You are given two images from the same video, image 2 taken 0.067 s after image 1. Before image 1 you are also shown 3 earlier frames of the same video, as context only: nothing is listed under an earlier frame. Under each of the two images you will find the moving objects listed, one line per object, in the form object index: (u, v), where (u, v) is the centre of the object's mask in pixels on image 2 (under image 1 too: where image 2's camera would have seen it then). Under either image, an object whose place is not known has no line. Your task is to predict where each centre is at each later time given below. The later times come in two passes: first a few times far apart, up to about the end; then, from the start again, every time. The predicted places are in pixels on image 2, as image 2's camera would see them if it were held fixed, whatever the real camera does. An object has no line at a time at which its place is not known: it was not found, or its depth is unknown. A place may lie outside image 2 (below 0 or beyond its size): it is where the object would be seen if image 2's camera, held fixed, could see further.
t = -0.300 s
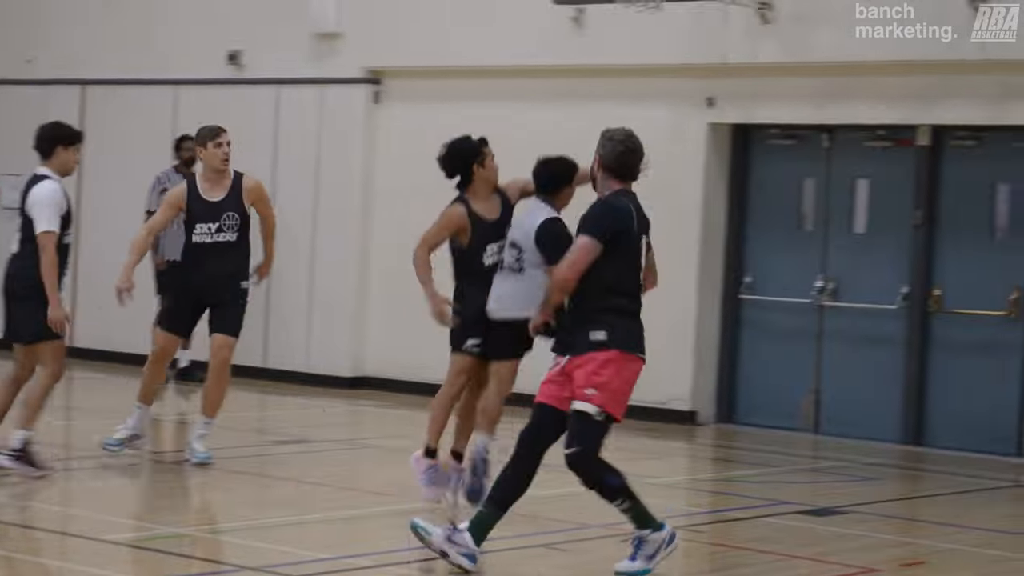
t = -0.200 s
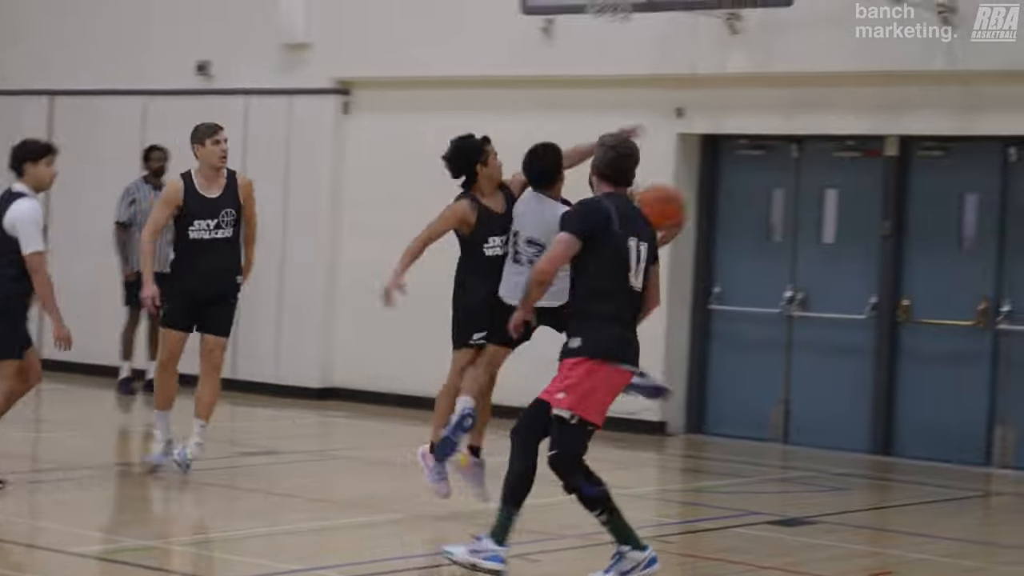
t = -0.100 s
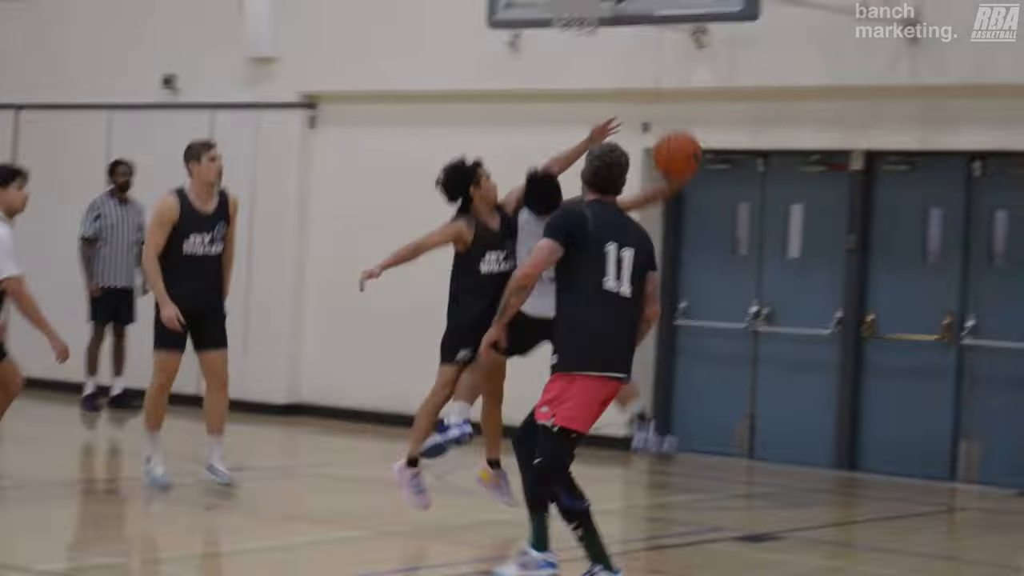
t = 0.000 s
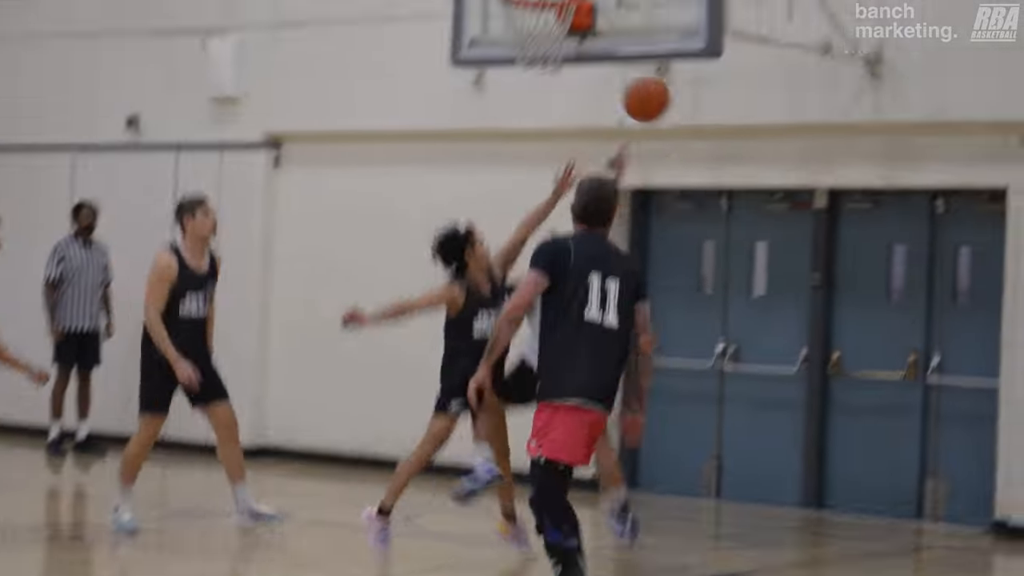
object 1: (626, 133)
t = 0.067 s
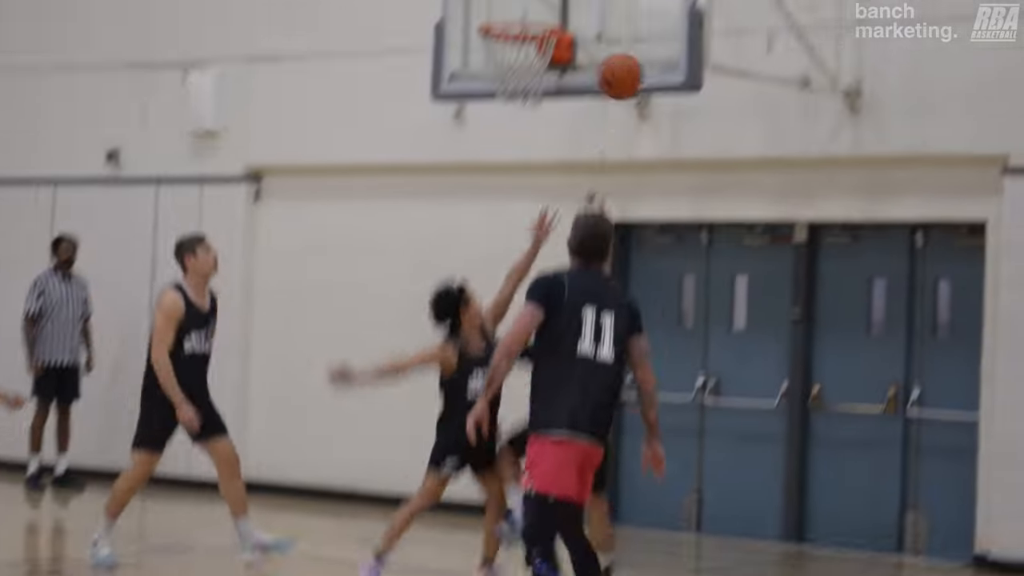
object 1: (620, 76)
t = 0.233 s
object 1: (604, -26)
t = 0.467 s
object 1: (581, -72)
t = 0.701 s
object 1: (557, -22)
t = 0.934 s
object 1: (526, 4)
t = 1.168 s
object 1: (518, 47)
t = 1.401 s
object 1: (539, 127)
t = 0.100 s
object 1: (617, 50)
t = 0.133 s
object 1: (614, 28)
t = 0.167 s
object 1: (611, 8)
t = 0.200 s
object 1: (608, -10)
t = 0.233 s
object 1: (604, -26)
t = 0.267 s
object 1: (600, -39)
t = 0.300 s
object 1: (597, -50)
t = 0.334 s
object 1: (594, -59)
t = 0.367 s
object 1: (591, -66)
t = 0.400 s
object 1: (588, -70)
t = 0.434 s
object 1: (584, -72)
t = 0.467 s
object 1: (581, -72)
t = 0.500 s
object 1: (578, -71)
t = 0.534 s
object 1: (575, -67)
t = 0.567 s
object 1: (572, -62)
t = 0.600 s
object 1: (568, -55)
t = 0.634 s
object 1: (564, -45)
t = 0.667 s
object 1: (560, -34)
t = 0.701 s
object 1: (557, -22)
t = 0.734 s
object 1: (553, -7)
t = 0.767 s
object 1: (548, 7)
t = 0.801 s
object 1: (541, 10)
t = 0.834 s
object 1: (537, 8)
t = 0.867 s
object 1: (533, 6)
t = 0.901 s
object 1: (530, 4)
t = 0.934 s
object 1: (526, 4)
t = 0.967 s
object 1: (521, 5)
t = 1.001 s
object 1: (517, 8)
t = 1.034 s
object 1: (513, 11)
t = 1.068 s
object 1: (508, 24)
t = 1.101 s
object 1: (505, 32)
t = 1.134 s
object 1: (509, 38)
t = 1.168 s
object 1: (518, 47)
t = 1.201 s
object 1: (522, 56)
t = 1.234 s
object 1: (526, 68)
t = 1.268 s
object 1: (530, 80)
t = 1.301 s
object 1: (534, 89)
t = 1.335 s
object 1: (534, 106)
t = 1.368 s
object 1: (537, 113)
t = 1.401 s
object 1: (539, 127)
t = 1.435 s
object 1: (541, 143)
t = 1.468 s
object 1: (542, 161)
